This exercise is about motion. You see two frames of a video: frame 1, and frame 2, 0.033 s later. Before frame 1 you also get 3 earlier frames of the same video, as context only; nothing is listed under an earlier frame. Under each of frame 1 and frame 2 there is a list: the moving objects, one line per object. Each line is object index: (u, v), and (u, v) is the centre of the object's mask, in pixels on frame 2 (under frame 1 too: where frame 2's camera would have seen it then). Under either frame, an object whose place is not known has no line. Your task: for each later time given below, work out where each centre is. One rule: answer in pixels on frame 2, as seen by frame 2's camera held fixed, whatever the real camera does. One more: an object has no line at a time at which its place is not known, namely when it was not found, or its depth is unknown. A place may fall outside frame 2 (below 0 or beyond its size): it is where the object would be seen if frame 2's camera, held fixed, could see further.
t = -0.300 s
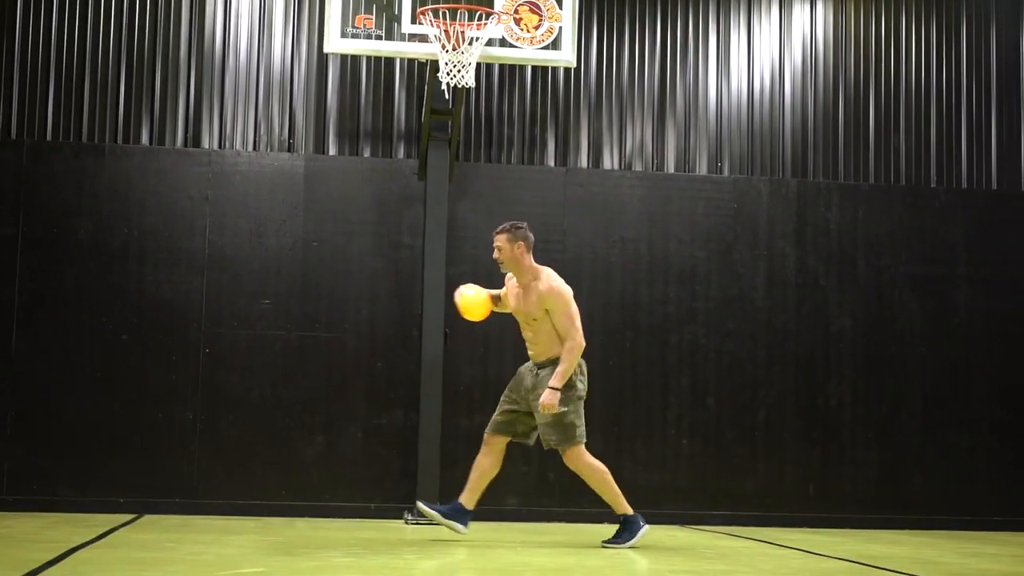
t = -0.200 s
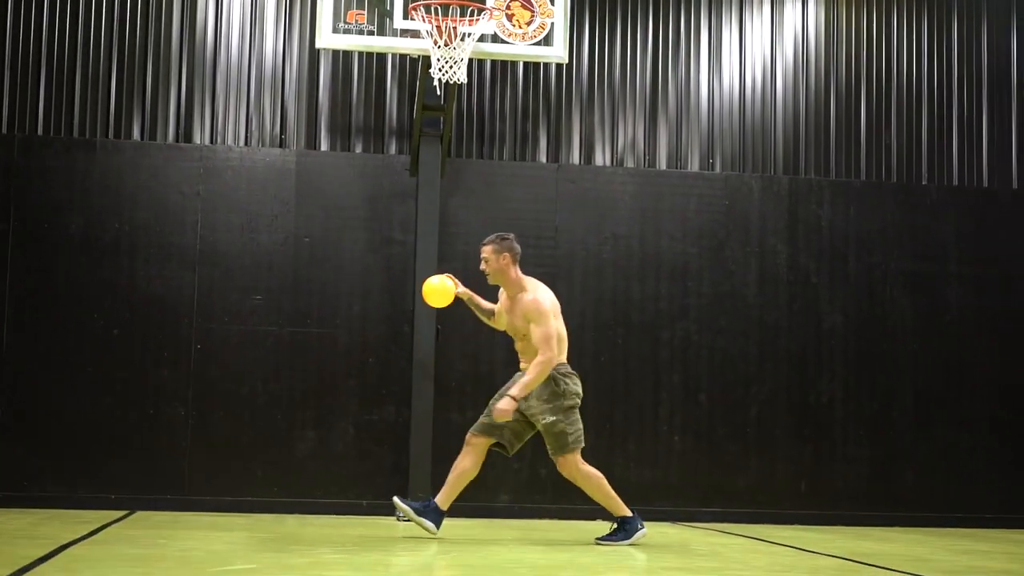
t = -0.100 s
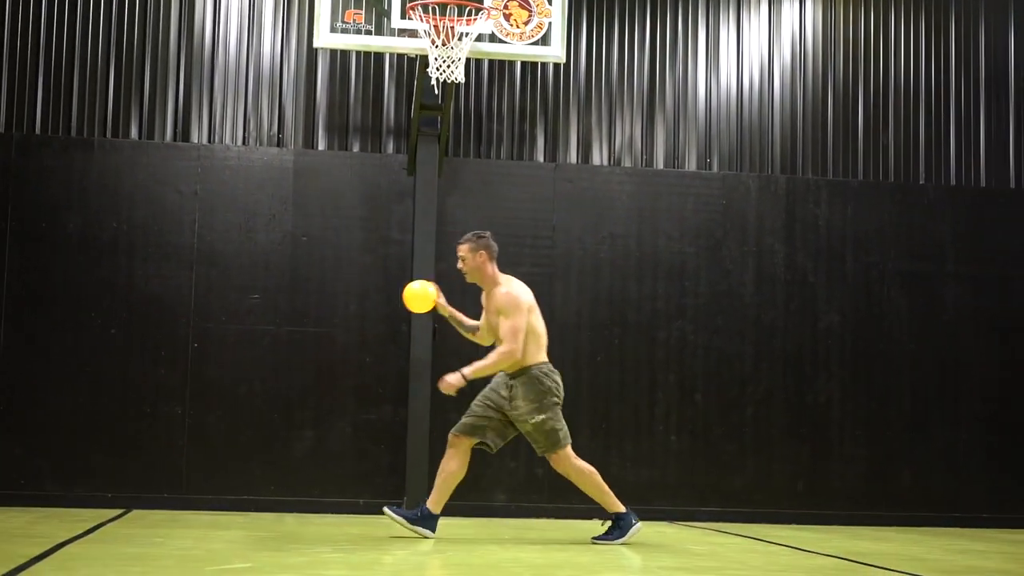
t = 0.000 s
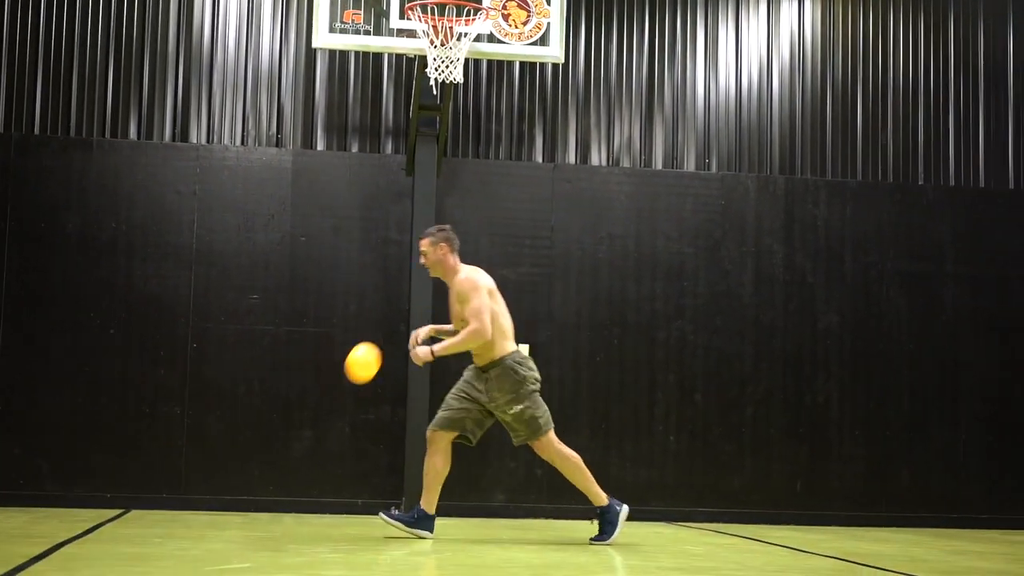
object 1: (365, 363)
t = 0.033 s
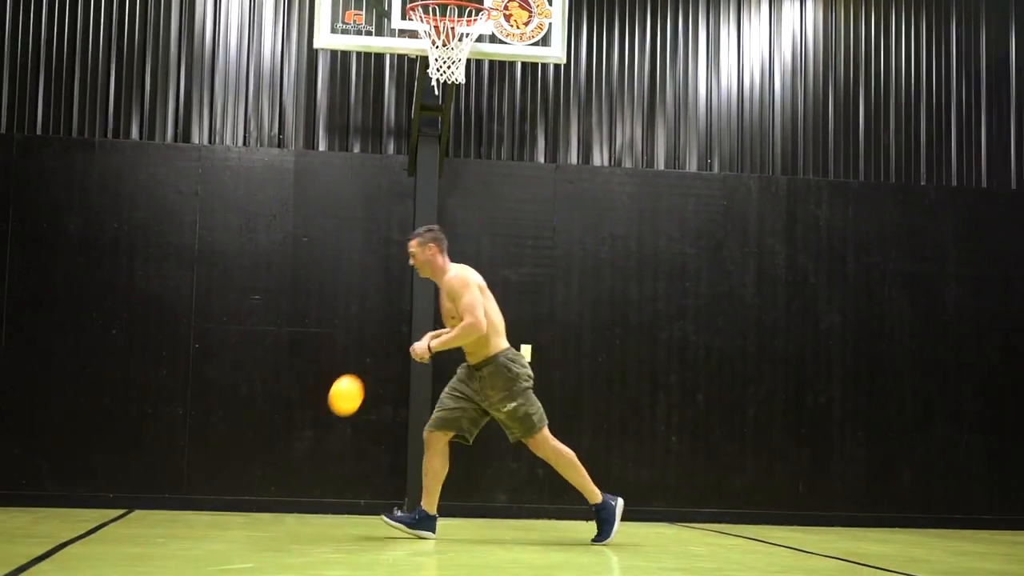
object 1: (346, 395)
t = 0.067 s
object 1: (327, 429)
